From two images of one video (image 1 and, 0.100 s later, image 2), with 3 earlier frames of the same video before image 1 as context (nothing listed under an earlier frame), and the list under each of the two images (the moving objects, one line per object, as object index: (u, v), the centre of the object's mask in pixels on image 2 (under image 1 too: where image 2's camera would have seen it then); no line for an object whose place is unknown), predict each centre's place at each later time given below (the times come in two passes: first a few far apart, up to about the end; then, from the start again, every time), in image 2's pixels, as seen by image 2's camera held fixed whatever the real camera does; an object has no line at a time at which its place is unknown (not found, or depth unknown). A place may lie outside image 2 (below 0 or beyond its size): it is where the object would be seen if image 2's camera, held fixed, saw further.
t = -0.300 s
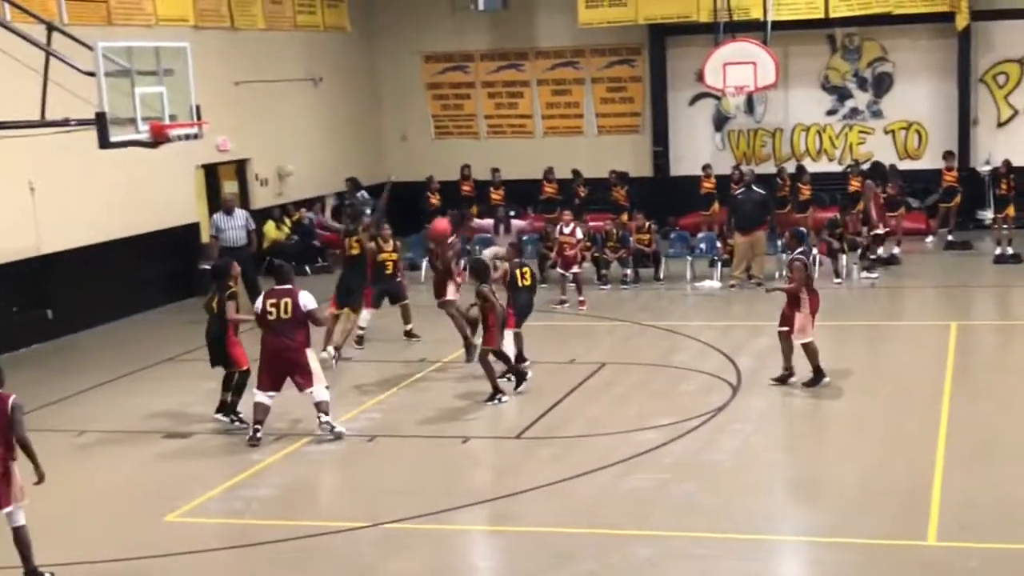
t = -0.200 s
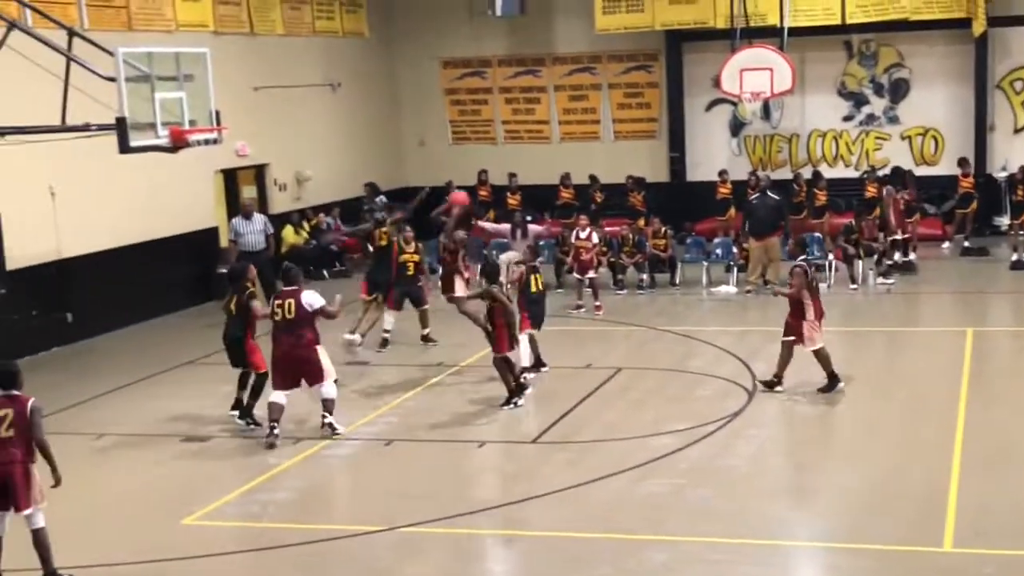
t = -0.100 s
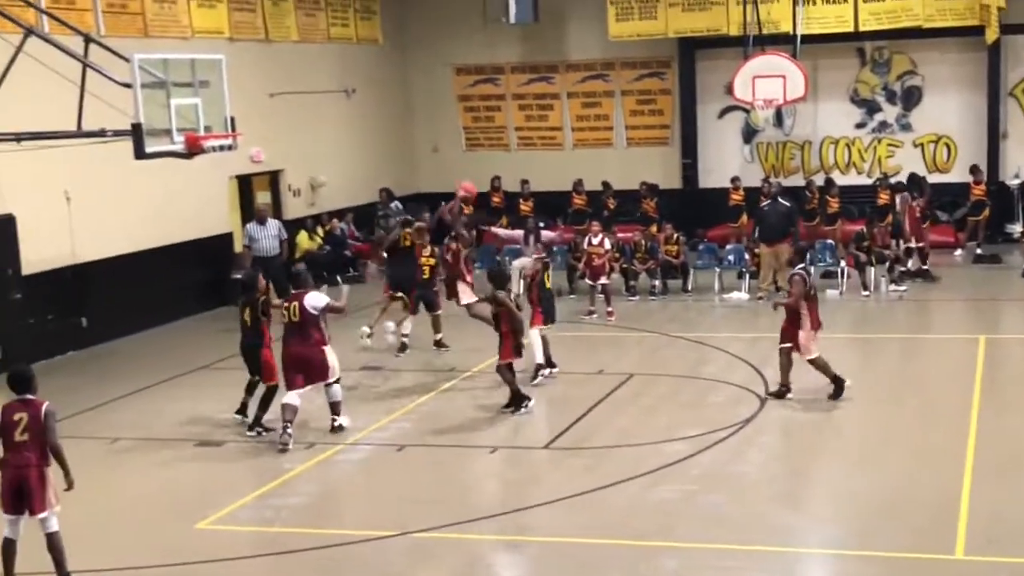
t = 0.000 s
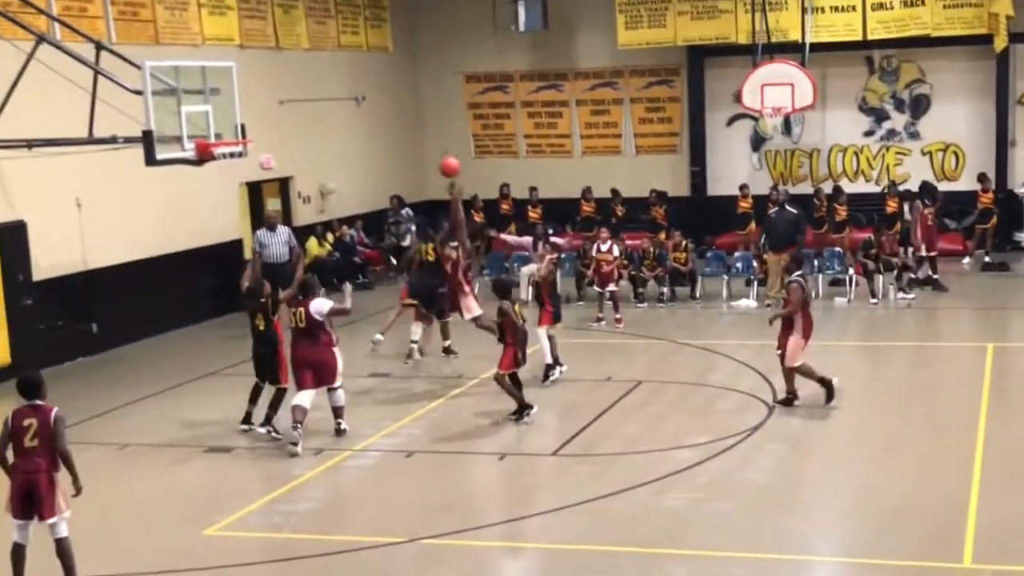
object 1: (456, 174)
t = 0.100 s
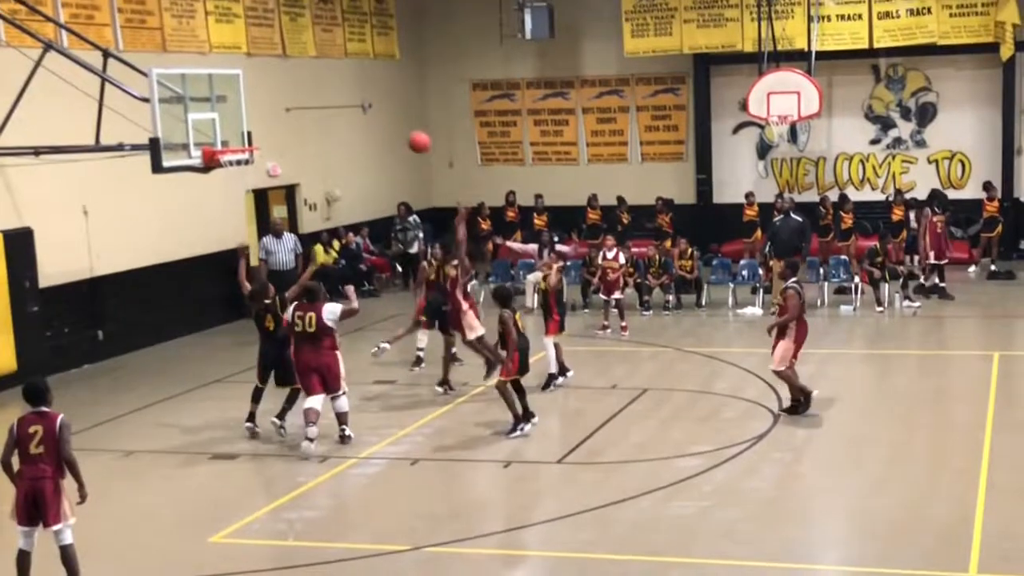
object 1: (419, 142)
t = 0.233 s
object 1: (370, 112)
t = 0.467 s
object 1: (287, 98)
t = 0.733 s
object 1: (216, 137)
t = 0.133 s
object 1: (407, 133)
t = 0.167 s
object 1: (395, 125)
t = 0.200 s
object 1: (383, 118)
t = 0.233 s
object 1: (370, 112)
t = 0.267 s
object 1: (360, 107)
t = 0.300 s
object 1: (347, 103)
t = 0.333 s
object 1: (334, 100)
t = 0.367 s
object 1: (323, 98)
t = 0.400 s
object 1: (310, 97)
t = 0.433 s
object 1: (299, 97)
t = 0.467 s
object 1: (287, 98)
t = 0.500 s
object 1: (276, 100)
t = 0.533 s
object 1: (264, 103)
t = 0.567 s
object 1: (253, 107)
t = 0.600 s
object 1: (241, 112)
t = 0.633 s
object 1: (230, 117)
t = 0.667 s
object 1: (220, 123)
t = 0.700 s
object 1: (209, 131)
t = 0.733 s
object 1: (216, 137)
